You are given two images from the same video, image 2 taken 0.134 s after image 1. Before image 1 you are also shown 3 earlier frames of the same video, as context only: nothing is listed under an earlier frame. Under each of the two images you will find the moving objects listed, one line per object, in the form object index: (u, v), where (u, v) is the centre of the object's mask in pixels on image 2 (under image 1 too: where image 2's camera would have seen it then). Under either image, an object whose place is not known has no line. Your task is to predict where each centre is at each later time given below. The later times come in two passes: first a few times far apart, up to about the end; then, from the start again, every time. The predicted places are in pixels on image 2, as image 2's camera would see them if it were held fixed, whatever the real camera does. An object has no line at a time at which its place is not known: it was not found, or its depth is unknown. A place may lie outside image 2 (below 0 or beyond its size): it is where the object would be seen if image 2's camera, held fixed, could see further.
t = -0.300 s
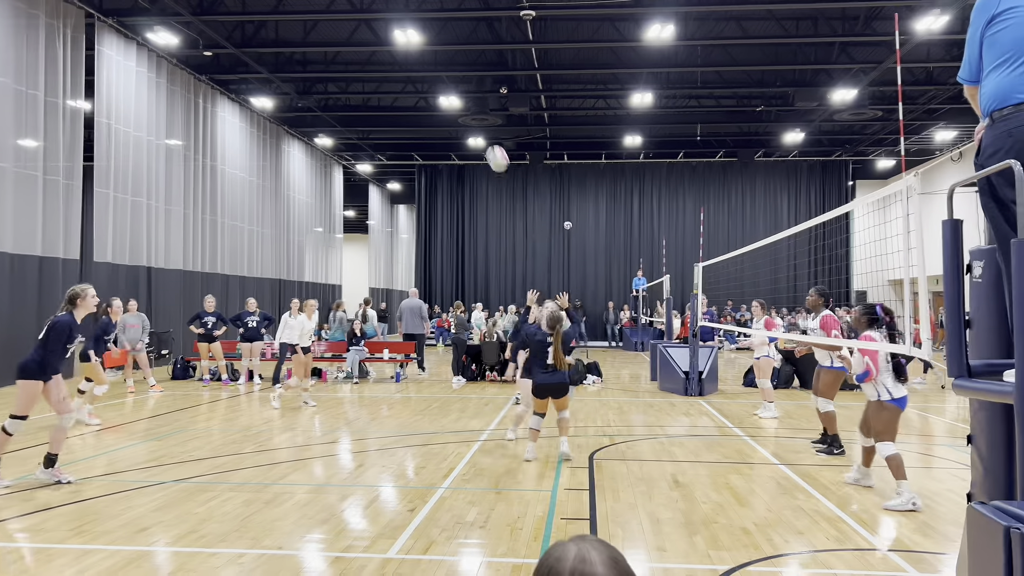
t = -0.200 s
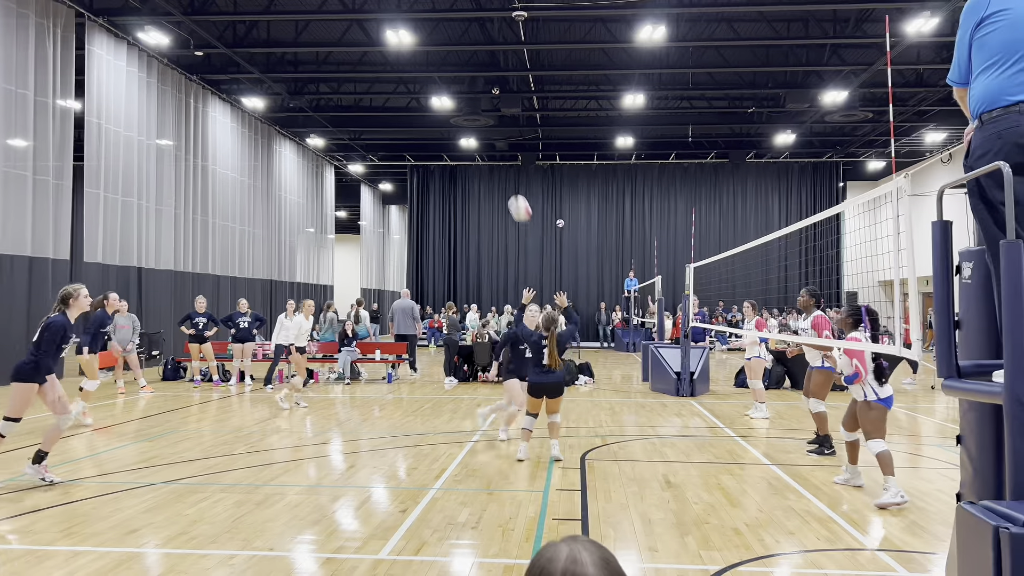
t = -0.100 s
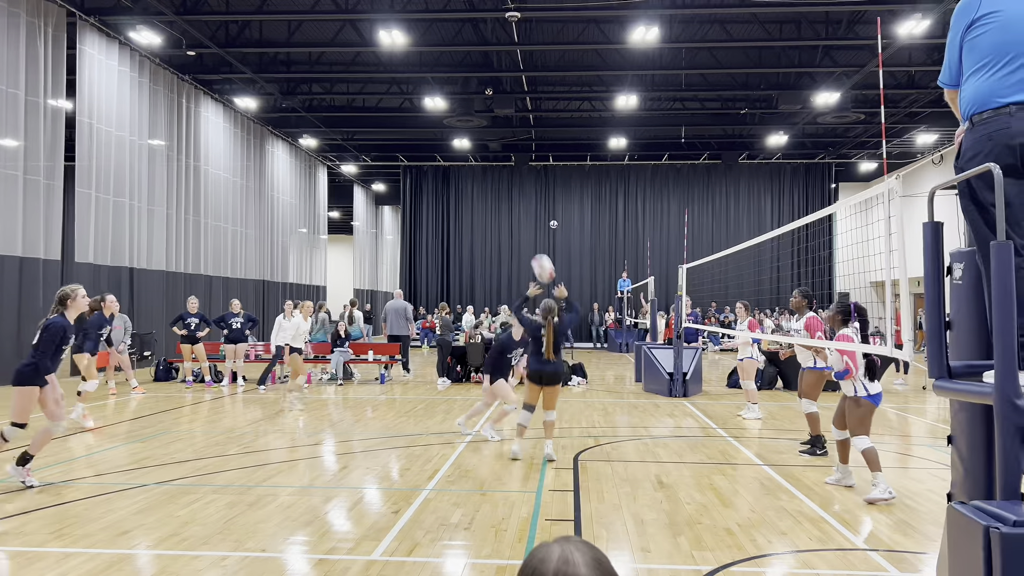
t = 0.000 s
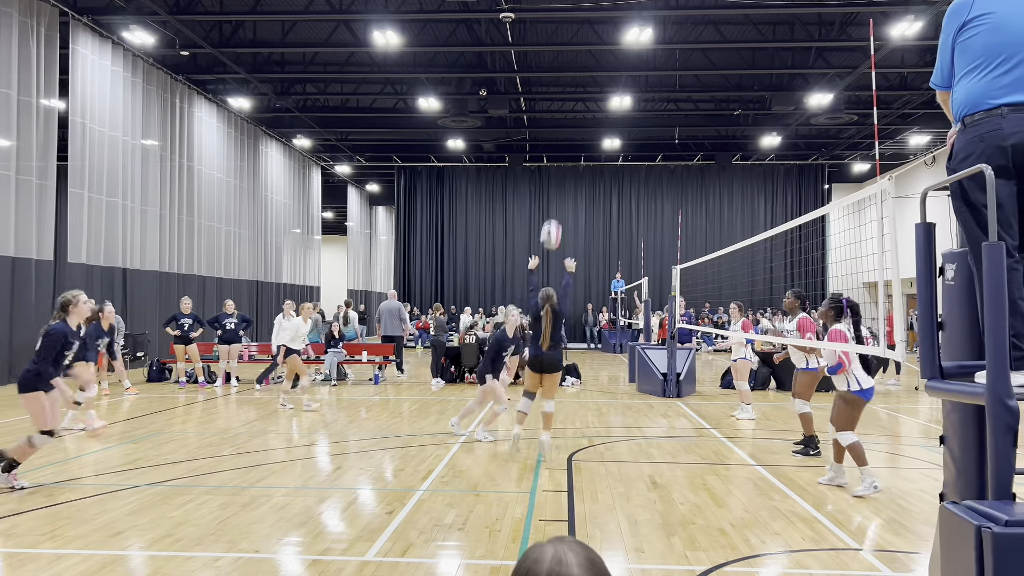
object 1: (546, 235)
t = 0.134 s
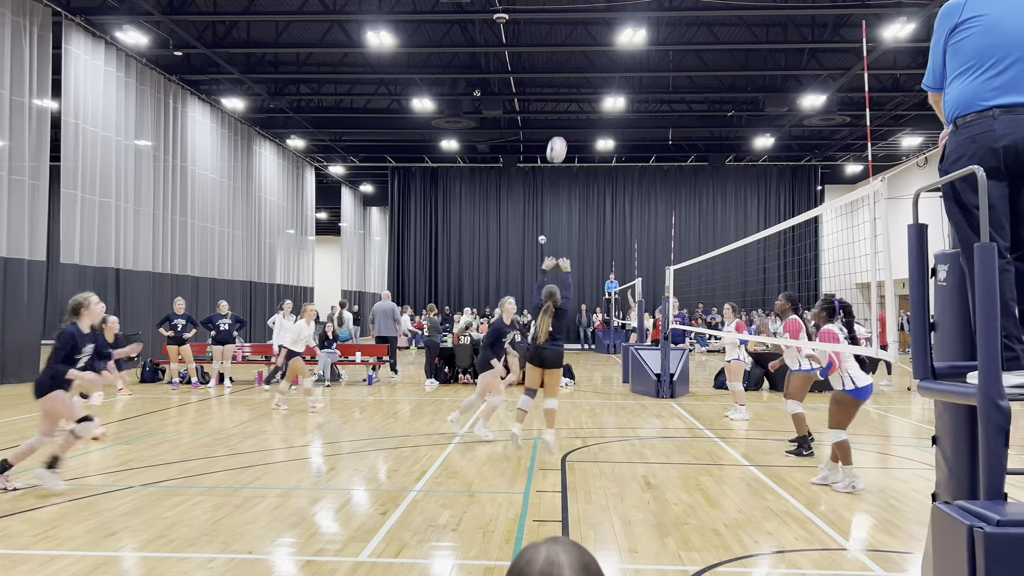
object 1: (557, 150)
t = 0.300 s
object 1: (569, 78)
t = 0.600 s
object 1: (588, 28)
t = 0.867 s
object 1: (601, 44)
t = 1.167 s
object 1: (613, 116)
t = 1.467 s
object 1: (621, 226)
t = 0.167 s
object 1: (559, 133)
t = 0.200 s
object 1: (561, 117)
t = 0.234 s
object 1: (564, 102)
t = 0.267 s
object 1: (566, 90)
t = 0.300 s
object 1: (569, 78)
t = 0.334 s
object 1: (571, 68)
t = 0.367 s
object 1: (573, 59)
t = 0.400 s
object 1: (575, 52)
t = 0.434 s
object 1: (577, 45)
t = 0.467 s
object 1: (580, 40)
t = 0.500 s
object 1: (582, 35)
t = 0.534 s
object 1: (584, 32)
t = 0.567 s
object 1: (586, 29)
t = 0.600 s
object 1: (588, 28)
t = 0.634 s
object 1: (590, 27)
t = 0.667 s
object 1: (592, 27)
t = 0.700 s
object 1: (594, 28)
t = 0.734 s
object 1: (595, 30)
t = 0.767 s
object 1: (597, 32)
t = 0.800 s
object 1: (598, 35)
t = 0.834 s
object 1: (600, 39)
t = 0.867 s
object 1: (601, 44)
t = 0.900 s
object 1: (602, 49)
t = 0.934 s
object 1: (604, 56)
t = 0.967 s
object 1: (605, 62)
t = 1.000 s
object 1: (606, 69)
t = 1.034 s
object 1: (608, 77)
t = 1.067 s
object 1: (609, 86)
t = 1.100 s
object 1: (610, 93)
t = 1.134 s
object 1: (613, 104)
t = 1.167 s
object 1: (613, 116)
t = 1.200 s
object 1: (614, 125)
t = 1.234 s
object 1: (615, 135)
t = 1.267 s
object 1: (616, 148)
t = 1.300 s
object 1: (617, 160)
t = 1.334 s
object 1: (618, 172)
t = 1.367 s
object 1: (619, 185)
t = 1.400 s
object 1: (620, 198)
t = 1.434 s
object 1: (621, 212)
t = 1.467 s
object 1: (621, 226)
